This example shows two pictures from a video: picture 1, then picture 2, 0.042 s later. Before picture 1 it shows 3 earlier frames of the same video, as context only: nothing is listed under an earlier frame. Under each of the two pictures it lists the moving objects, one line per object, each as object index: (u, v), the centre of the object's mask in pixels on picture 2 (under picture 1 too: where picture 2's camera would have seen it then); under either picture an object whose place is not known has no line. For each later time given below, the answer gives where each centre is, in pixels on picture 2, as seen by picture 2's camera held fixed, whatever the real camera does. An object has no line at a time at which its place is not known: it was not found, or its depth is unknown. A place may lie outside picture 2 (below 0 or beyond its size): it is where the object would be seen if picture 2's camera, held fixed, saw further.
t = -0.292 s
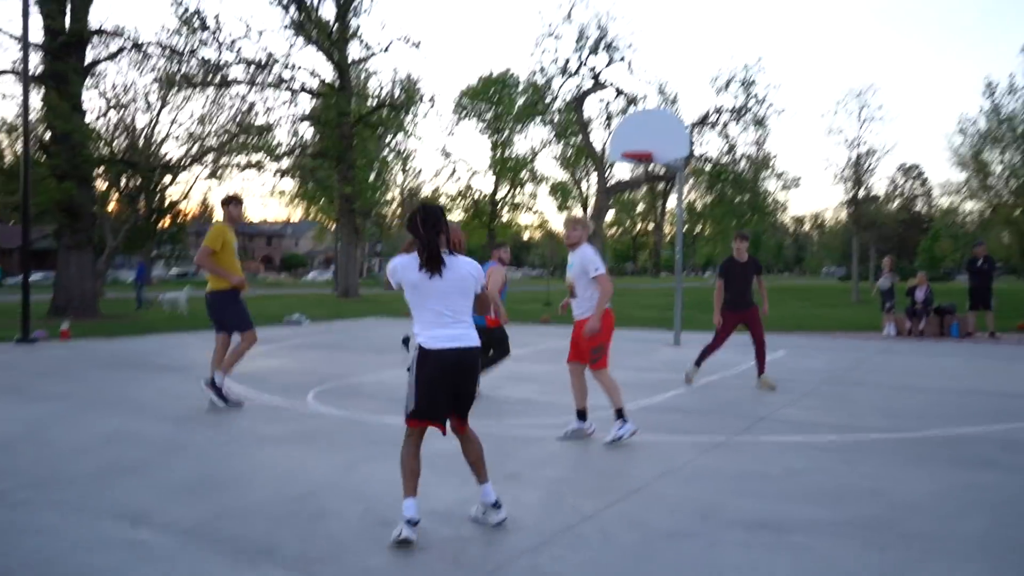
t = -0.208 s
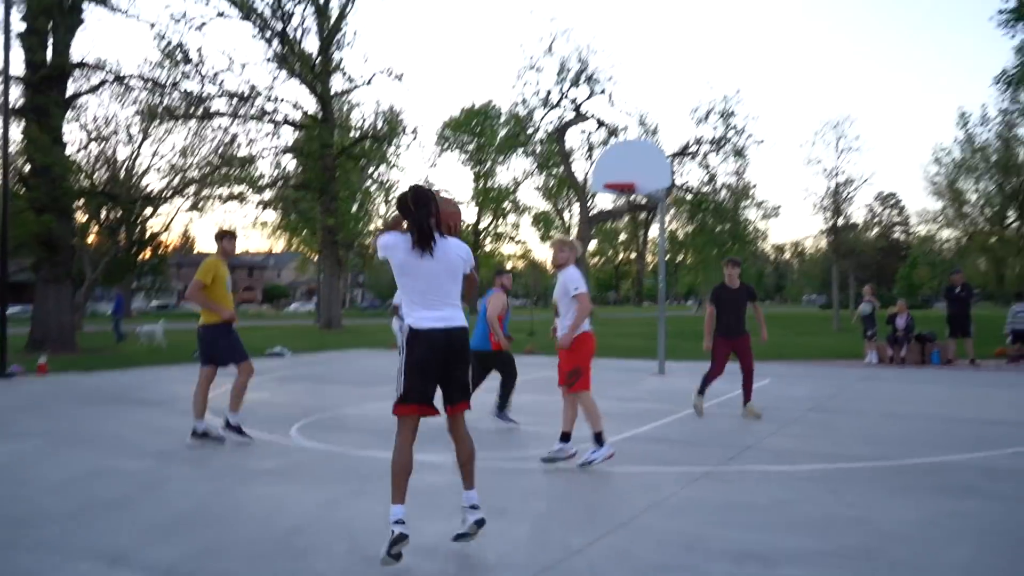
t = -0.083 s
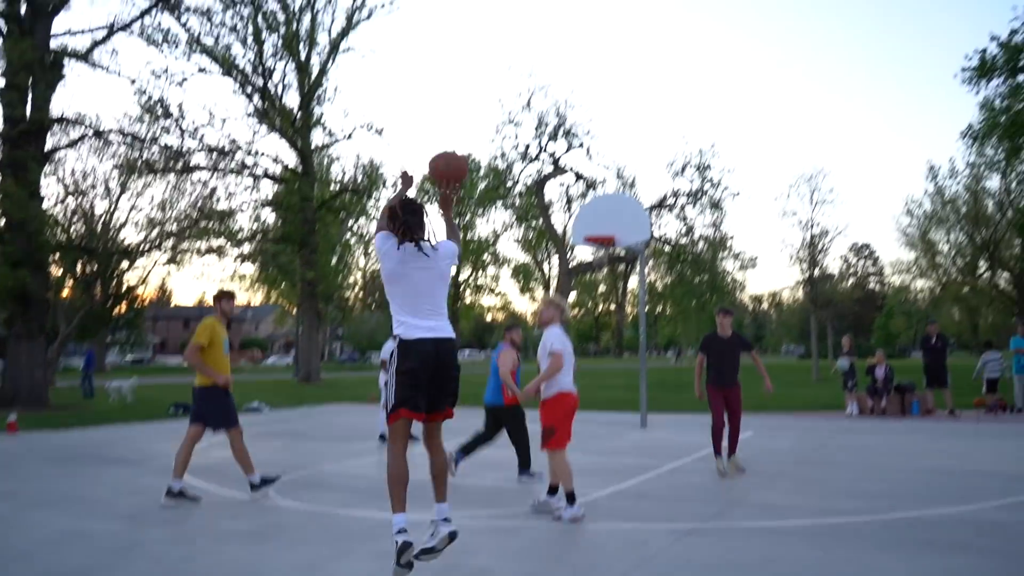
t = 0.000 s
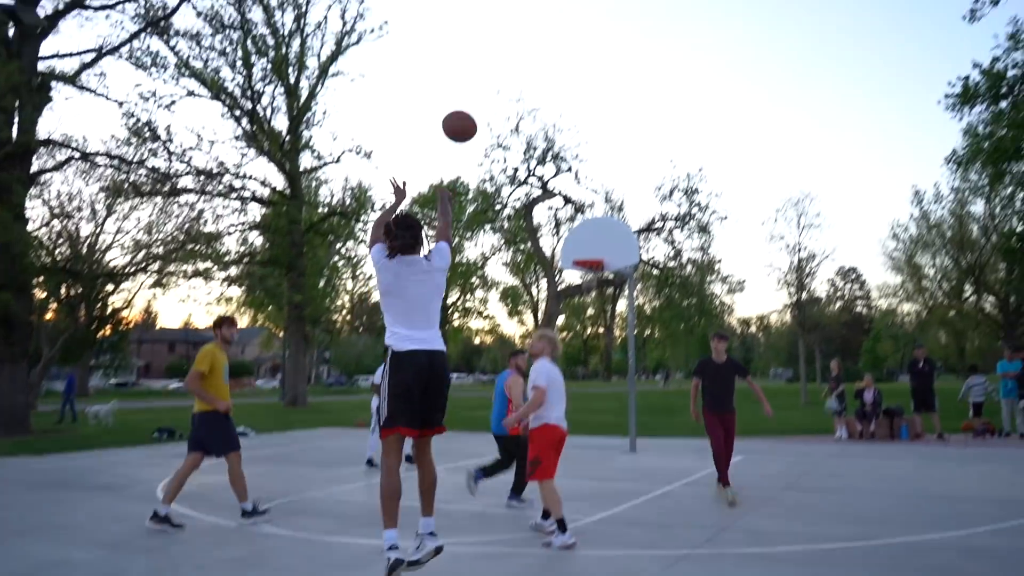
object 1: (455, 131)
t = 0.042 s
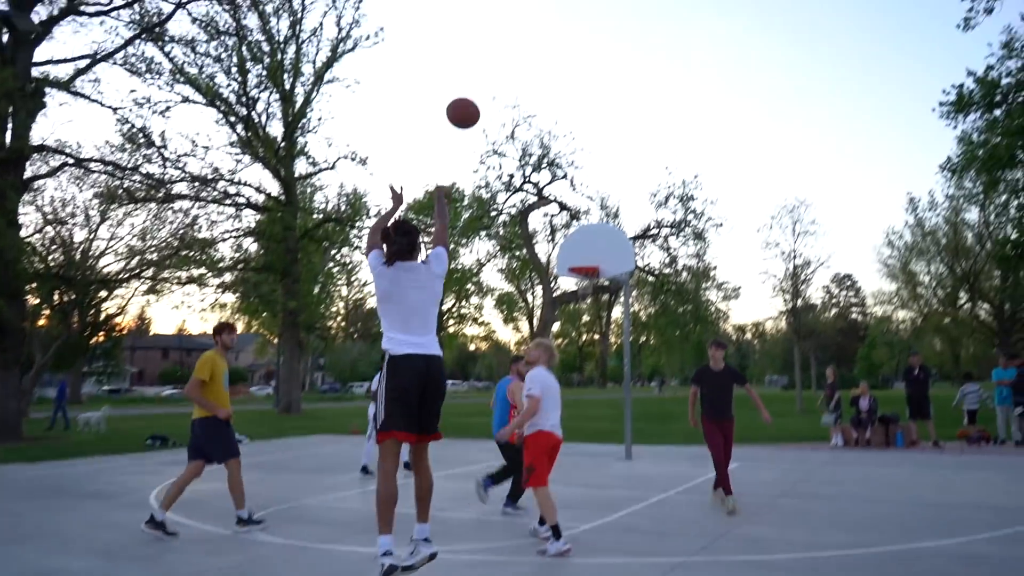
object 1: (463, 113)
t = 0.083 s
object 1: (479, 88)
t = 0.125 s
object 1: (483, 77)
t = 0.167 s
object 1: (494, 62)
